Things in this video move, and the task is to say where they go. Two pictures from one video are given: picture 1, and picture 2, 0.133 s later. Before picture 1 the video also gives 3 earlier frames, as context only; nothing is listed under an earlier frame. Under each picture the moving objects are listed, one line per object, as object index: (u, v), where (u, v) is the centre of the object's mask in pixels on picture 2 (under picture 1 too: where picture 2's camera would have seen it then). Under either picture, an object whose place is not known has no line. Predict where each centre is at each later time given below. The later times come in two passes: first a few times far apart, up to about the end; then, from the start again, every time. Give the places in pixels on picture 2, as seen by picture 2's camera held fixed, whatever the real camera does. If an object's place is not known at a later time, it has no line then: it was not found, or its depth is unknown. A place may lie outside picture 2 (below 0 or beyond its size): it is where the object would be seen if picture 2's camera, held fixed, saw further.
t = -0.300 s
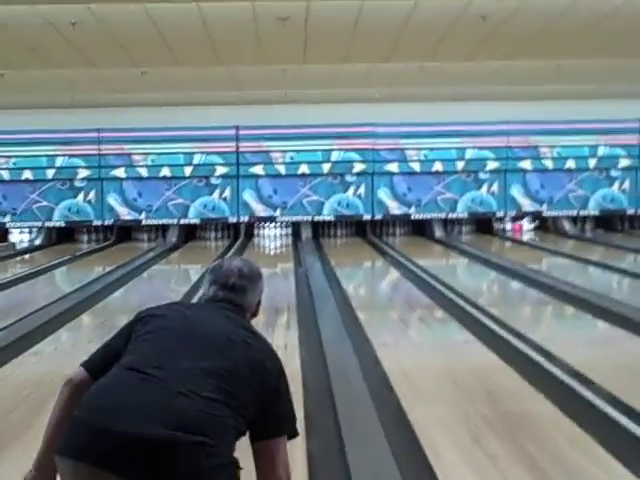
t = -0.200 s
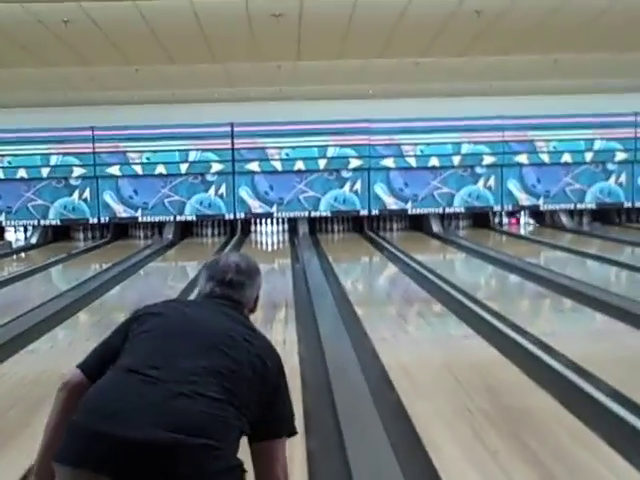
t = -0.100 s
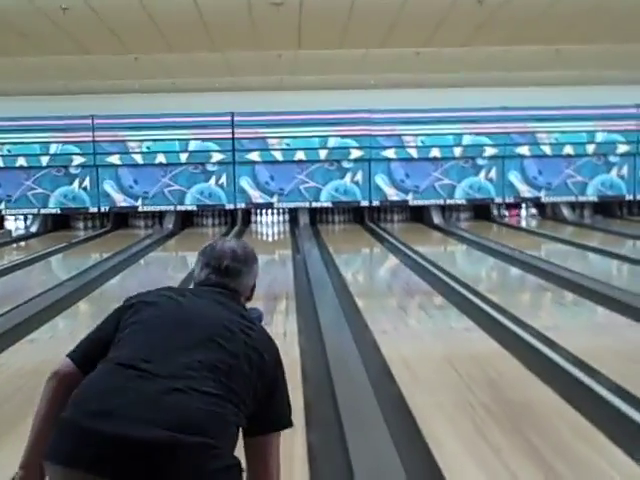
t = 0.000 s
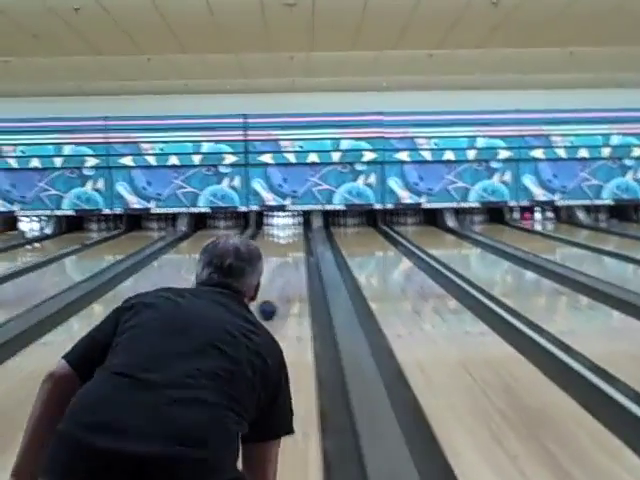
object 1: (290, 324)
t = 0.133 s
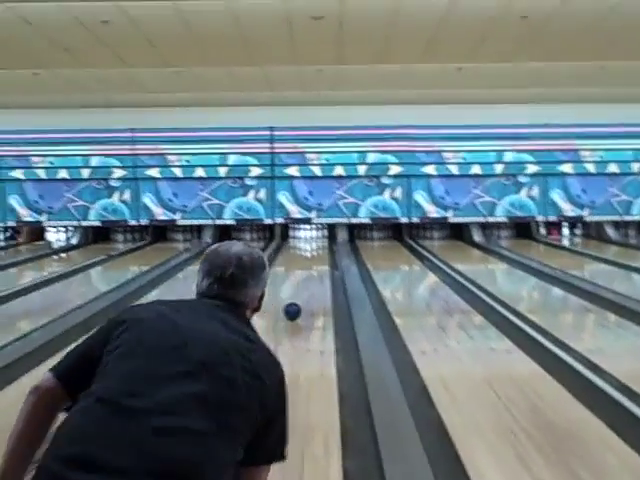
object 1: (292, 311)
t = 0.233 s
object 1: (293, 303)
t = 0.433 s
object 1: (295, 289)
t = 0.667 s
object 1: (297, 276)
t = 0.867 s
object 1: (297, 267)
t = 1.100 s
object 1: (299, 259)
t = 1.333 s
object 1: (299, 252)
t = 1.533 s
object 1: (300, 247)
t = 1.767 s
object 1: (300, 242)
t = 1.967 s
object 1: (301, 239)
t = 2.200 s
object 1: (301, 236)
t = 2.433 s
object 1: (293, 235)
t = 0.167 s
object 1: (292, 308)
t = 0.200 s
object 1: (293, 306)
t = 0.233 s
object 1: (293, 303)
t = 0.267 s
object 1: (293, 301)
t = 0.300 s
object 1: (294, 298)
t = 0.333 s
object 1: (294, 295)
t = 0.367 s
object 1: (294, 293)
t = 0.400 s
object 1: (294, 291)
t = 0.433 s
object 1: (295, 289)
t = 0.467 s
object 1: (295, 287)
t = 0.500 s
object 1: (296, 285)
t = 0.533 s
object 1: (296, 283)
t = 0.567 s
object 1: (296, 281)
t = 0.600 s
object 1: (296, 279)
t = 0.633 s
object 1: (296, 278)
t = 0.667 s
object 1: (297, 276)
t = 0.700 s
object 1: (297, 275)
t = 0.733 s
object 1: (297, 273)
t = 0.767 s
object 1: (297, 271)
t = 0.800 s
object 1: (297, 270)
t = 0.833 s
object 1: (297, 269)
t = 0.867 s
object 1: (297, 267)
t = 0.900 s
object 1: (298, 266)
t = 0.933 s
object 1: (298, 264)
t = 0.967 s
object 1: (298, 263)
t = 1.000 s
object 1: (298, 262)
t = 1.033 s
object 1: (298, 261)
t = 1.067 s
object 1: (299, 260)
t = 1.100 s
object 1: (299, 259)
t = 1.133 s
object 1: (299, 258)
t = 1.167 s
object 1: (299, 257)
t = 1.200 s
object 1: (299, 256)
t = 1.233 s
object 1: (299, 255)
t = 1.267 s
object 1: (299, 254)
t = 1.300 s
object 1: (299, 253)
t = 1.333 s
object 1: (299, 252)
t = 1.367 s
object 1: (300, 251)
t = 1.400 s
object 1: (300, 251)
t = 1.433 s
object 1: (300, 250)
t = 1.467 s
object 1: (300, 249)
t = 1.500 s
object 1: (300, 248)
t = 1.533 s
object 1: (300, 247)
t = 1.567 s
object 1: (300, 247)
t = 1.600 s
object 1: (300, 246)
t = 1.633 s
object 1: (300, 245)
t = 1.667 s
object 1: (300, 244)
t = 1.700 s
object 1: (300, 244)
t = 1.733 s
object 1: (300, 243)
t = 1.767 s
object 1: (300, 242)
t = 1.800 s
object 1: (301, 242)
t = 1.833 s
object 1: (301, 241)
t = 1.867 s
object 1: (301, 241)
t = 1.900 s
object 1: (301, 240)
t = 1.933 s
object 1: (301, 240)
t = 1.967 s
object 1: (301, 239)
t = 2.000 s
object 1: (301, 239)
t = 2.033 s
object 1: (301, 238)
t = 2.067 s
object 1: (301, 238)
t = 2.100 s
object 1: (301, 237)
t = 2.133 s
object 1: (302, 237)
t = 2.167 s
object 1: (301, 236)
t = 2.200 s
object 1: (301, 236)
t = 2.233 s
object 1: (300, 236)
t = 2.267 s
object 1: (299, 235)
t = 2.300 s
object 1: (297, 235)
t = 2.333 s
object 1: (297, 235)
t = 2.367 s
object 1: (294, 234)
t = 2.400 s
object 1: (295, 234)
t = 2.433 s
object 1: (293, 235)
